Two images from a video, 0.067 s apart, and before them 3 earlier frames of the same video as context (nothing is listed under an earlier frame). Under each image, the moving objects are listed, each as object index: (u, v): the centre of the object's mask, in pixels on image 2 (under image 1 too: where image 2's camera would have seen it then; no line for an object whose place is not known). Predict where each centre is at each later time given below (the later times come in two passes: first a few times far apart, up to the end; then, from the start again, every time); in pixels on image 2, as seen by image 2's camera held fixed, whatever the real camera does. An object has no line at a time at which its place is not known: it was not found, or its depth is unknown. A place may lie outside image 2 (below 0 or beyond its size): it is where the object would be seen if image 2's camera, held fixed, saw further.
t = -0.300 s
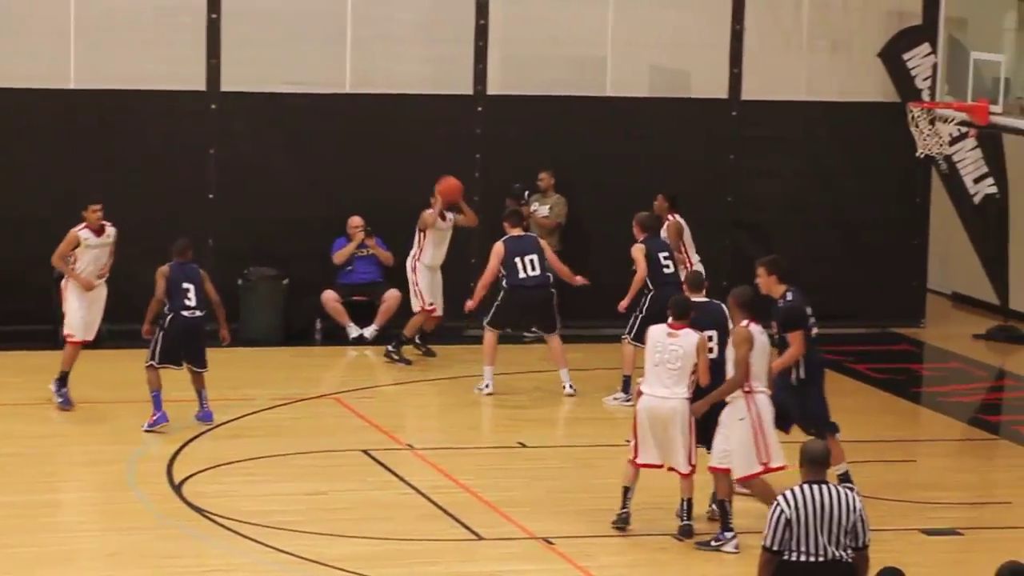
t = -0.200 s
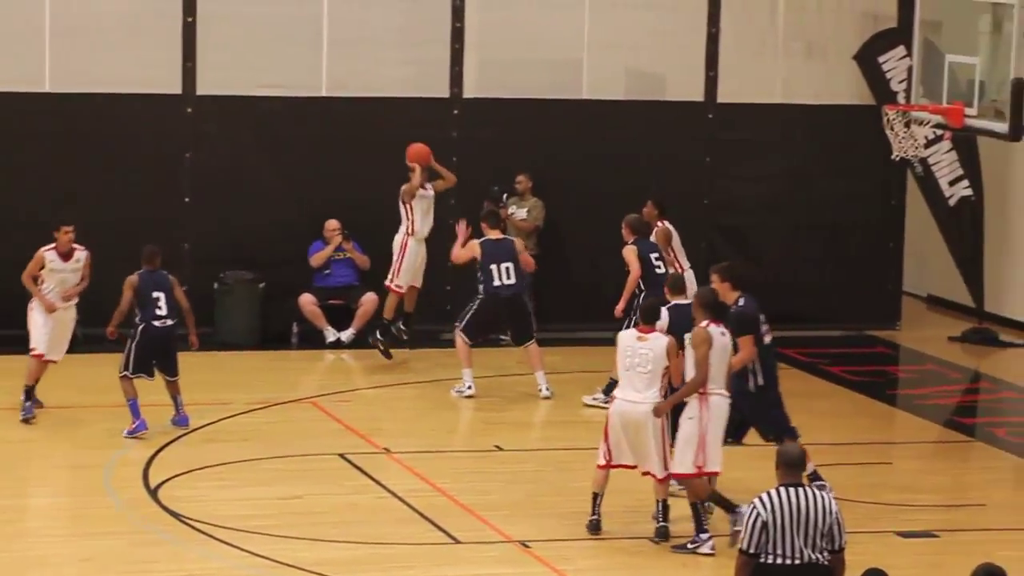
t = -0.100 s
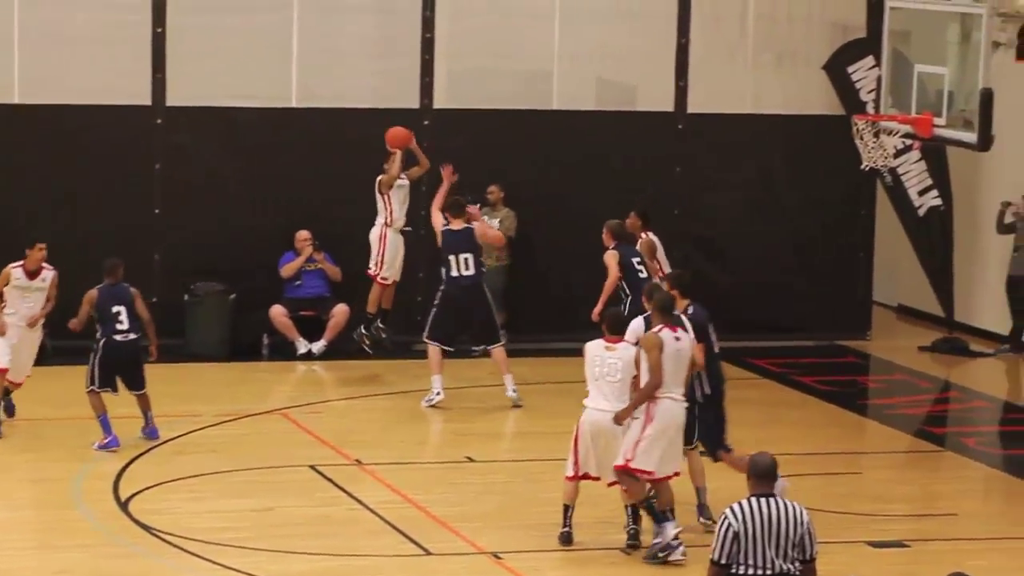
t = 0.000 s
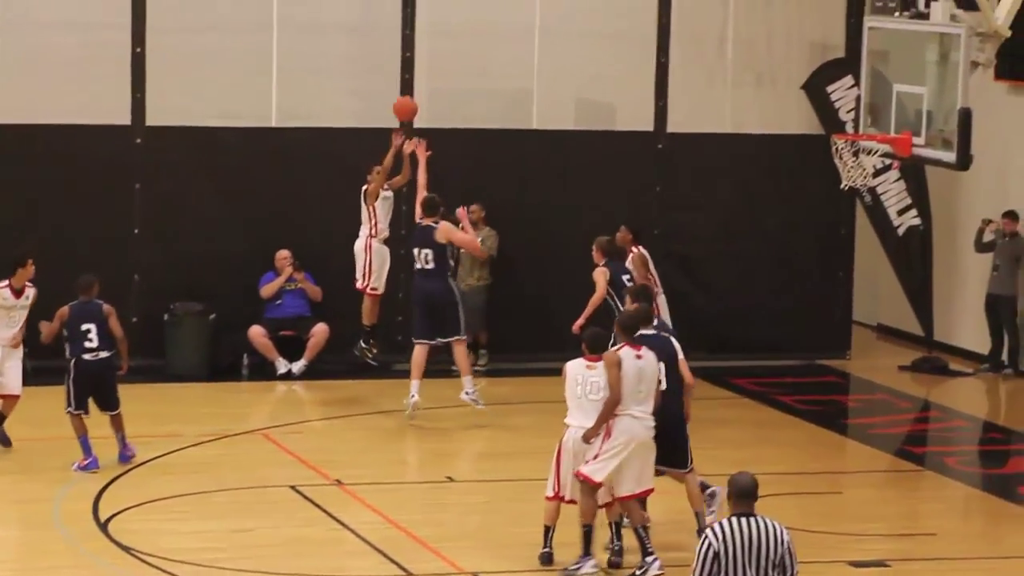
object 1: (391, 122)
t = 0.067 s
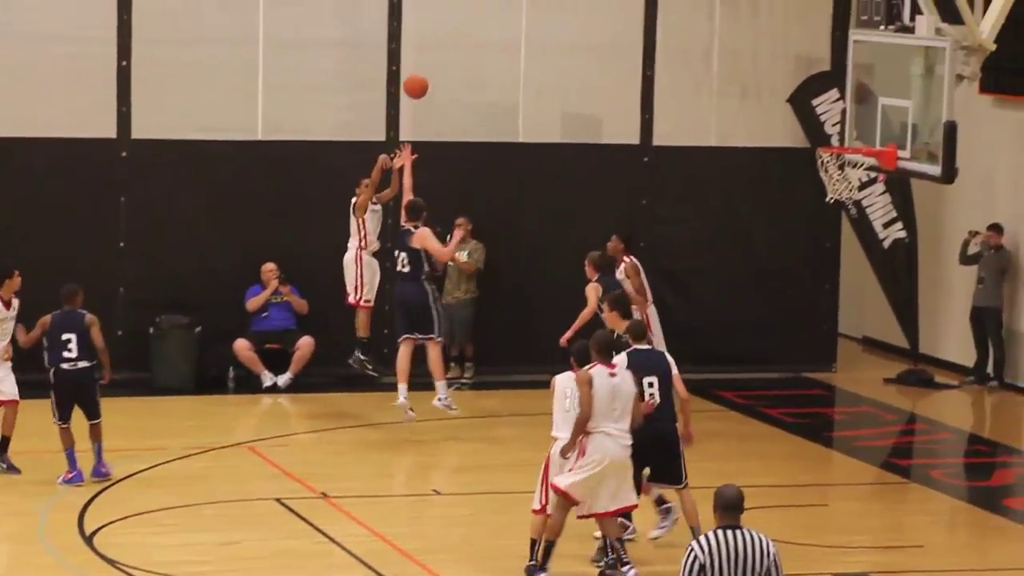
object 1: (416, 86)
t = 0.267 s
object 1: (490, 4)
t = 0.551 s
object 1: (601, -46)
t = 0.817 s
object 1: (710, -14)
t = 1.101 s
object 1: (826, 120)
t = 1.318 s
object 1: (870, 221)
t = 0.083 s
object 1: (422, 78)
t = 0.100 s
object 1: (428, 70)
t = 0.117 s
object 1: (434, 63)
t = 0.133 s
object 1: (440, 55)
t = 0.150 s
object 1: (446, 48)
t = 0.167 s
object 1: (452, 41)
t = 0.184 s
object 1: (458, 34)
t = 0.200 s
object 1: (465, 27)
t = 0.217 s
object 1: (471, 21)
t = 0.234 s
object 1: (477, 15)
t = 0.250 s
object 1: (484, 9)
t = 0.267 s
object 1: (490, 4)
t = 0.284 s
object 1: (496, -2)
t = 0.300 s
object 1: (503, -7)
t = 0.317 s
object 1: (509, -11)
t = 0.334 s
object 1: (516, -16)
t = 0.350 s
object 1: (522, -20)
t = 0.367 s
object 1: (528, -23)
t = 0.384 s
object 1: (535, -27)
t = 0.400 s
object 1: (541, -31)
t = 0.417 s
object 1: (548, -33)
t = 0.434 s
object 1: (554, -36)
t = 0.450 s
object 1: (561, -39)
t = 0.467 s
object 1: (568, -41)
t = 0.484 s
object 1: (574, -42)
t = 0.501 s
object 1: (581, -44)
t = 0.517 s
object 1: (587, -45)
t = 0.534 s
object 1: (594, -46)
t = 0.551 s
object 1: (601, -46)
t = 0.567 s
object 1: (608, -47)
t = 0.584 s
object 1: (614, -47)
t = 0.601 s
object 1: (621, -47)
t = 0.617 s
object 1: (627, -46)
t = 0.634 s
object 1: (634, -45)
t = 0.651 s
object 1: (641, -44)
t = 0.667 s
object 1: (648, -43)
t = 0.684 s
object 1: (655, -40)
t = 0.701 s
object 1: (661, -38)
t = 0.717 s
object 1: (668, -36)
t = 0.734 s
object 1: (675, -33)
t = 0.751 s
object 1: (682, -30)
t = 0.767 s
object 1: (689, -26)
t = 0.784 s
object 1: (696, -23)
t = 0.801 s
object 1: (703, -19)
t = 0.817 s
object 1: (710, -14)
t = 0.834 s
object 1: (717, -9)
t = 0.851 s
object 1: (723, -3)
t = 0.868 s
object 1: (730, 2)
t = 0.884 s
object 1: (737, 8)
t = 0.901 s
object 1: (744, 15)
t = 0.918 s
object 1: (751, 21)
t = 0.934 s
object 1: (758, 29)
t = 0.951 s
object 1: (765, 36)
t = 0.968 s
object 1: (772, 45)
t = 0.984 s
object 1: (779, 52)
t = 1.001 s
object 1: (786, 61)
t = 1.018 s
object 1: (793, 69)
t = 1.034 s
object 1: (799, 80)
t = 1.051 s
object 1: (806, 88)
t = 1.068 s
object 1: (812, 98)
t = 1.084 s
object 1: (819, 108)
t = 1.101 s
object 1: (826, 120)
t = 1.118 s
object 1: (833, 131)
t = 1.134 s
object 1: (841, 140)
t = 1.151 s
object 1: (849, 152)
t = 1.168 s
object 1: (853, 166)
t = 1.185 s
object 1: (855, 172)
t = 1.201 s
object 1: (856, 177)
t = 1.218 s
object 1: (859, 184)
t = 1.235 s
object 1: (862, 188)
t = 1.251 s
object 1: (863, 196)
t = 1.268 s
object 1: (865, 202)
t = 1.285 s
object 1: (867, 207)
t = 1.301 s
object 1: (868, 214)
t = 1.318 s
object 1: (870, 221)
